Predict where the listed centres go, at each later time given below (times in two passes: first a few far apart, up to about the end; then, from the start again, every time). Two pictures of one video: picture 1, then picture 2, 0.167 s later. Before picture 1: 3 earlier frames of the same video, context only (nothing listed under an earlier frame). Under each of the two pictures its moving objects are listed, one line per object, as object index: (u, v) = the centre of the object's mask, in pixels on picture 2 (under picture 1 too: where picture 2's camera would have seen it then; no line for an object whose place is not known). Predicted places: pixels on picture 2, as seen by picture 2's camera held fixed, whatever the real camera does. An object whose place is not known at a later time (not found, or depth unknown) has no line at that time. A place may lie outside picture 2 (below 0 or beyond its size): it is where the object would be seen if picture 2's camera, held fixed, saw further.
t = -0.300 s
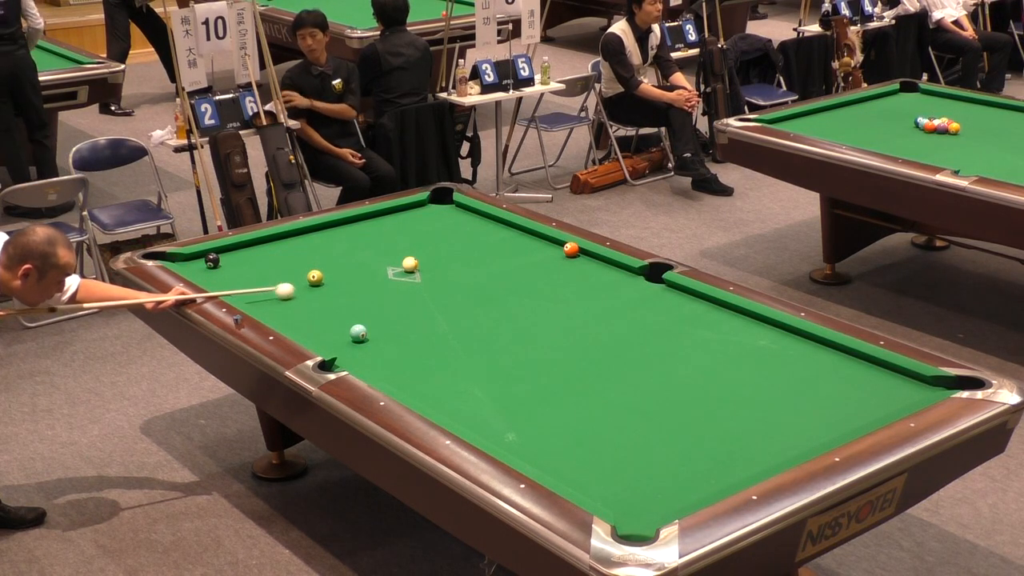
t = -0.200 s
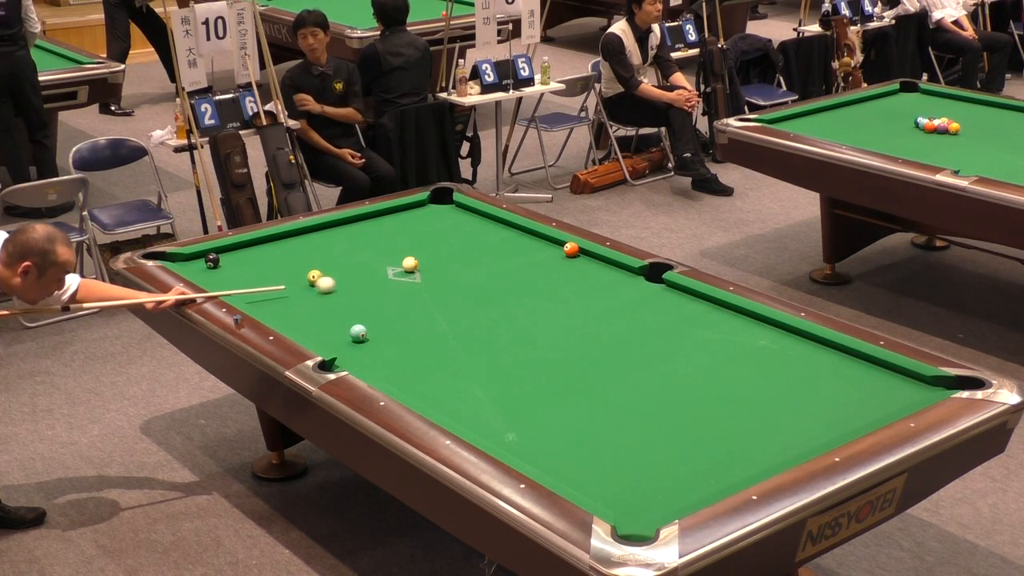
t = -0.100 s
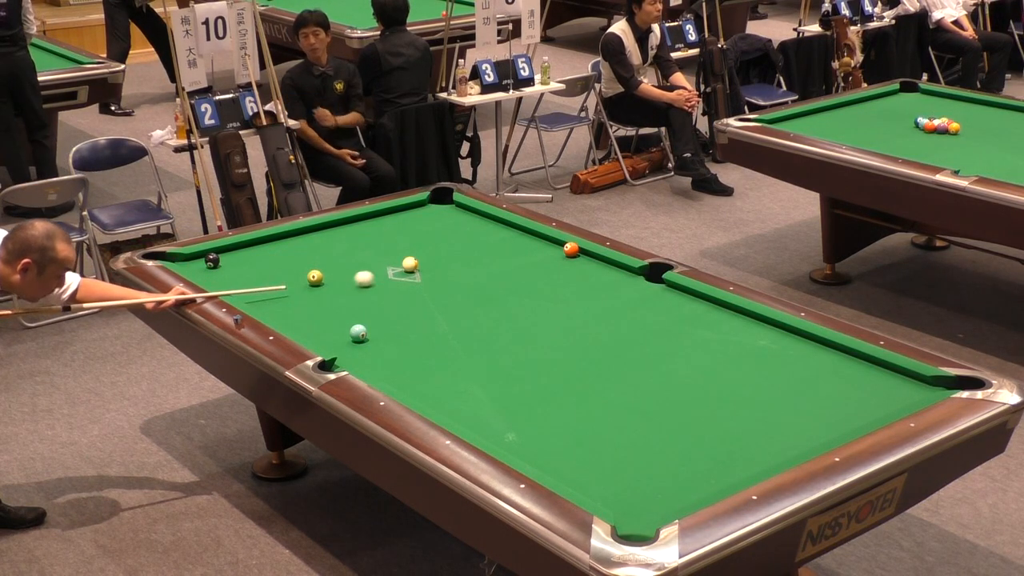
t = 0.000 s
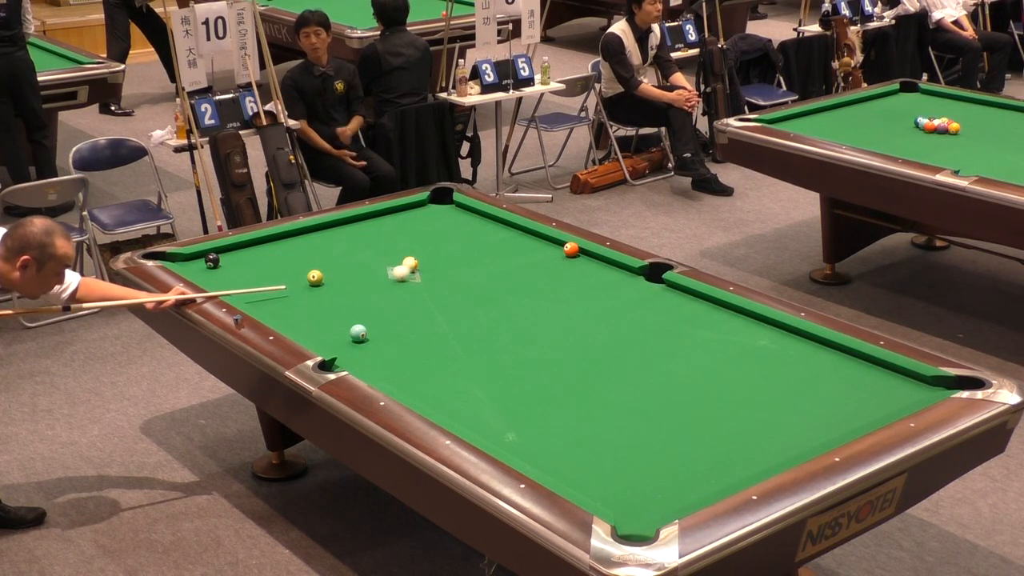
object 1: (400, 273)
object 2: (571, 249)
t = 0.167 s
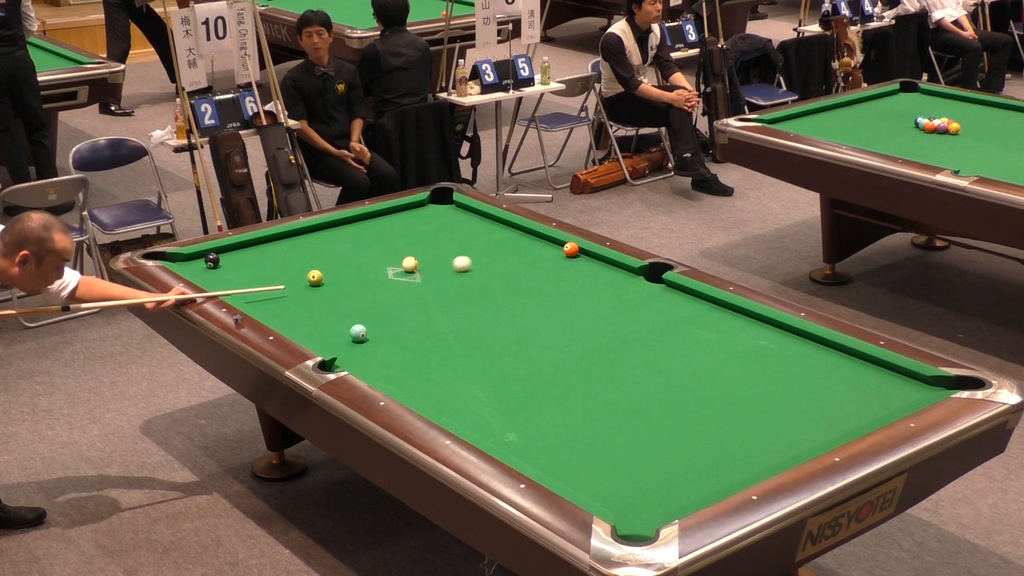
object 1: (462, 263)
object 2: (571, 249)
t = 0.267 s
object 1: (497, 258)
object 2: (571, 249)
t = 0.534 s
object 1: (559, 244)
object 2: (571, 253)
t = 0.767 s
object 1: (528, 244)
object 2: (562, 264)
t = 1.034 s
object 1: (496, 244)
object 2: (552, 277)
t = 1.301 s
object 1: (465, 244)
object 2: (541, 289)
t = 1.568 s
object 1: (435, 244)
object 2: (531, 300)
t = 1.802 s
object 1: (412, 244)
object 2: (521, 311)
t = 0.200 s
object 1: (474, 262)
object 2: (571, 249)
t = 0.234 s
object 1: (485, 260)
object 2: (571, 249)
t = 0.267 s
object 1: (497, 258)
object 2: (571, 249)
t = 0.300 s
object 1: (508, 256)
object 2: (571, 249)
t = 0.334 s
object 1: (520, 255)
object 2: (571, 249)
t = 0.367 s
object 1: (531, 253)
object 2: (571, 249)
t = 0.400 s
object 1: (542, 251)
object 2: (571, 249)
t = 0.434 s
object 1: (553, 249)
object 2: (571, 249)
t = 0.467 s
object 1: (556, 248)
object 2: (574, 250)
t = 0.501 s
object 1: (558, 246)
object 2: (573, 252)
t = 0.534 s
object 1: (559, 244)
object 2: (571, 253)
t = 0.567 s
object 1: (554, 244)
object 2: (570, 255)
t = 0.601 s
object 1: (550, 244)
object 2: (569, 257)
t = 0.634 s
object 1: (545, 244)
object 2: (568, 258)
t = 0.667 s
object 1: (541, 244)
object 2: (566, 259)
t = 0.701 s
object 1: (537, 244)
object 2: (565, 261)
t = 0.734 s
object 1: (533, 244)
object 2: (564, 263)
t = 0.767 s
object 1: (528, 244)
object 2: (562, 264)
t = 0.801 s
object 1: (524, 244)
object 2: (561, 266)
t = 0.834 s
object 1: (520, 244)
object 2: (560, 267)
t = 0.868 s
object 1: (516, 244)
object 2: (558, 269)
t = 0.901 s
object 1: (512, 244)
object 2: (557, 270)
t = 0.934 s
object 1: (507, 244)
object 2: (556, 272)
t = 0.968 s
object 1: (503, 244)
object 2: (554, 274)
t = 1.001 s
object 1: (500, 244)
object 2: (553, 275)
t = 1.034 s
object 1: (496, 244)
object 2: (552, 277)
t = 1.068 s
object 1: (491, 244)
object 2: (550, 278)
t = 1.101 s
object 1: (488, 244)
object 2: (549, 280)
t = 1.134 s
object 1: (484, 244)
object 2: (548, 281)
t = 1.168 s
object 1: (480, 244)
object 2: (546, 282)
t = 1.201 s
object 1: (476, 244)
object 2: (545, 284)
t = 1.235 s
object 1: (472, 244)
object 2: (544, 286)
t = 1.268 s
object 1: (468, 244)
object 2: (542, 287)
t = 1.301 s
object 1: (465, 244)
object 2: (541, 289)
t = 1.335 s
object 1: (461, 244)
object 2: (540, 290)
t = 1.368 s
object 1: (457, 244)
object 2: (538, 292)
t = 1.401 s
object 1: (454, 244)
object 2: (537, 293)
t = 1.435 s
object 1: (450, 244)
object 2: (536, 295)
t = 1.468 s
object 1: (446, 244)
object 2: (534, 296)
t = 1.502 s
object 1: (443, 244)
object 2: (533, 298)
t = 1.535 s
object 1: (439, 244)
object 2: (532, 299)
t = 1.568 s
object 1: (435, 244)
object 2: (531, 300)
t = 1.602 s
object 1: (432, 244)
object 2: (529, 302)
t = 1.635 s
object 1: (429, 244)
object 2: (528, 304)
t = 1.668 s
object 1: (425, 244)
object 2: (526, 305)
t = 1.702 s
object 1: (422, 244)
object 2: (525, 307)
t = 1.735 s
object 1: (418, 244)
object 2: (524, 308)
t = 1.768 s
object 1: (415, 244)
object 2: (522, 310)
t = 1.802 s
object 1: (412, 244)
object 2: (521, 311)
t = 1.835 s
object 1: (408, 244)
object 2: (520, 313)
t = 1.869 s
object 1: (405, 244)
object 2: (518, 314)
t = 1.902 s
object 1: (401, 244)
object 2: (517, 316)
